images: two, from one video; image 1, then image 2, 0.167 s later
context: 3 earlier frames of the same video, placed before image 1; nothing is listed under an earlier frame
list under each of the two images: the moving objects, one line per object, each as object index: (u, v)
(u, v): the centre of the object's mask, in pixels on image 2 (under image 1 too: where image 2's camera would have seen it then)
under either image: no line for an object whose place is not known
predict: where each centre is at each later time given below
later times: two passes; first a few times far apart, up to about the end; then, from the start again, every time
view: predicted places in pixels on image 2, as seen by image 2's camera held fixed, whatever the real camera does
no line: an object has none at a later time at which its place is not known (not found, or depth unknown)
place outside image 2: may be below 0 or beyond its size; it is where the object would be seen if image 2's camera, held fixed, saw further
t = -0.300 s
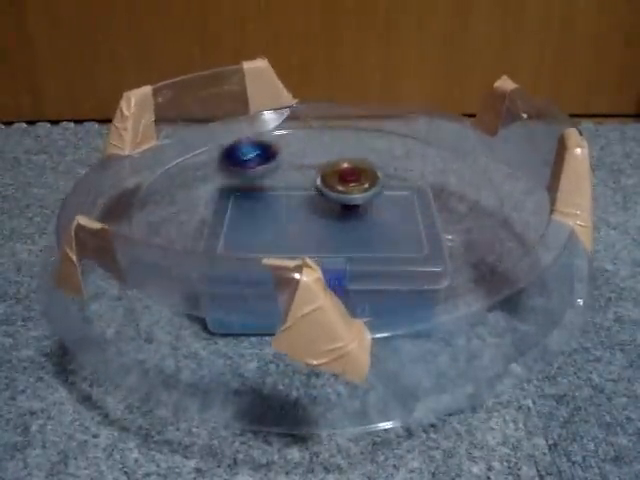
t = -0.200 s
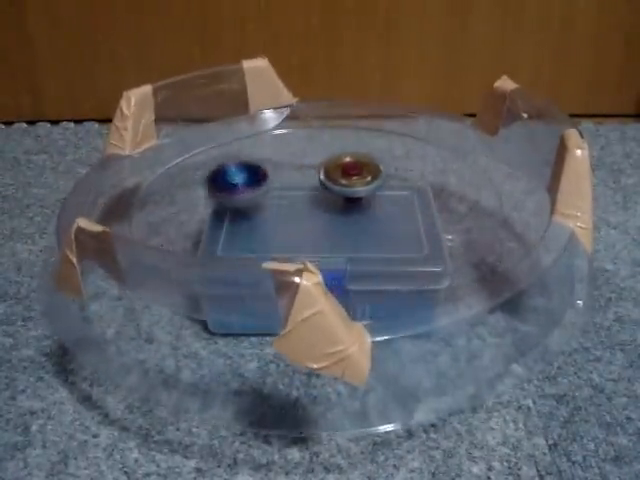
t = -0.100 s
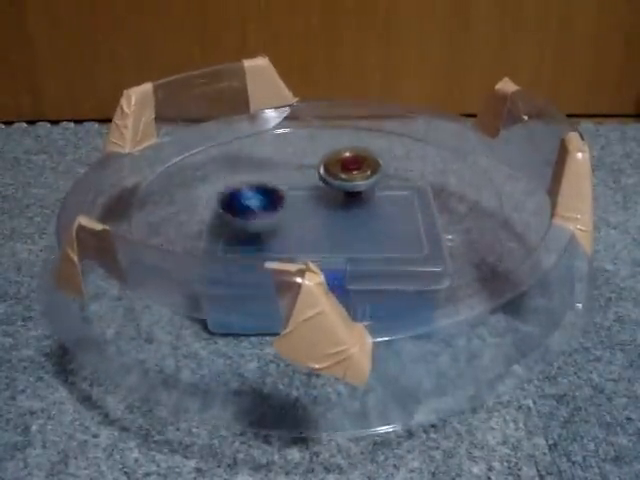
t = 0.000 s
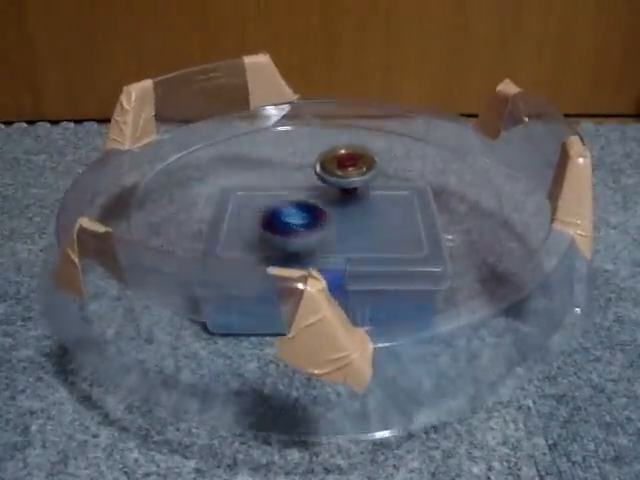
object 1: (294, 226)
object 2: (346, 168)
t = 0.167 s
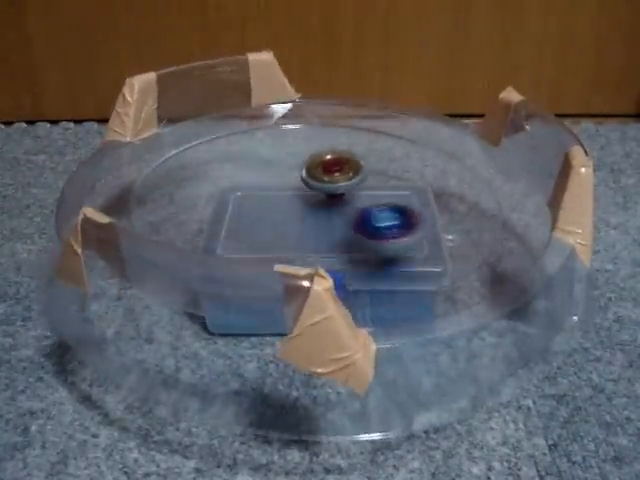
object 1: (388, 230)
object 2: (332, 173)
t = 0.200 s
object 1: (402, 225)
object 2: (331, 175)
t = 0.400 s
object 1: (451, 187)
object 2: (335, 193)
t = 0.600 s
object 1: (409, 157)
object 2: (359, 203)
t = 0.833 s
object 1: (310, 170)
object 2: (385, 203)
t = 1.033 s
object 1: (280, 212)
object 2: (392, 195)
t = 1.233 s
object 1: (331, 239)
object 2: (374, 196)
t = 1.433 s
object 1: (409, 235)
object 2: (356, 206)
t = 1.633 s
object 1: (467, 211)
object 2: (315, 197)
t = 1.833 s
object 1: (450, 186)
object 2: (296, 205)
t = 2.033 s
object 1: (374, 172)
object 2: (292, 217)
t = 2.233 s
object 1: (284, 182)
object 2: (306, 221)
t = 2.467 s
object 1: (231, 222)
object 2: (313, 213)
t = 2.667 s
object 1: (276, 249)
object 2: (299, 202)
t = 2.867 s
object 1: (367, 240)
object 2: (291, 201)
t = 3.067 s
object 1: (368, 198)
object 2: (293, 203)
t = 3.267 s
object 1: (344, 165)
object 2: (261, 203)
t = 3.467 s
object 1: (259, 157)
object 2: (277, 203)
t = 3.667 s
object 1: (203, 182)
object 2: (279, 195)
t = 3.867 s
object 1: (223, 221)
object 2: (275, 188)
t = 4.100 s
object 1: (319, 224)
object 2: (280, 185)
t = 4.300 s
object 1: (366, 194)
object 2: (291, 191)
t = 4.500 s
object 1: (351, 163)
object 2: (300, 195)
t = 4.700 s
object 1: (301, 155)
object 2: (310, 196)
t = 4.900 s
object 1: (260, 174)
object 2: (323, 197)
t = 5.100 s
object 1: (241, 202)
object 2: (361, 191)
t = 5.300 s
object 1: (260, 230)
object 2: (406, 180)
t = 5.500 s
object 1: (356, 242)
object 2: (396, 183)
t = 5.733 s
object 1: (441, 219)
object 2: (377, 176)
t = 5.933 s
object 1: (459, 188)
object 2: (353, 175)
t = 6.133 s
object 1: (409, 159)
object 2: (351, 188)
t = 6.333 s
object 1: (329, 154)
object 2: (349, 198)
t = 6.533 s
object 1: (257, 178)
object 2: (337, 198)
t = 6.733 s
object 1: (231, 211)
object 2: (322, 198)
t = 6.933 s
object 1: (275, 239)
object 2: (304, 201)
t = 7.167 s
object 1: (355, 236)
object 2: (289, 210)
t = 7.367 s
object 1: (382, 204)
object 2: (285, 217)
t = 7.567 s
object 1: (340, 180)
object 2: (292, 218)
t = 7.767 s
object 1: (279, 175)
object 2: (304, 217)
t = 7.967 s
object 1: (224, 187)
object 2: (318, 212)
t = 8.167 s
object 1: (209, 212)
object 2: (327, 202)
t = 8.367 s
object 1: (265, 230)
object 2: (320, 190)
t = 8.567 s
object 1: (333, 223)
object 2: (314, 178)
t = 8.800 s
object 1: (390, 205)
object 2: (304, 166)
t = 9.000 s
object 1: (386, 174)
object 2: (300, 174)
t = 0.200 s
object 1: (402, 225)
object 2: (331, 175)
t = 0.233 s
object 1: (417, 220)
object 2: (331, 177)
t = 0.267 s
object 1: (430, 213)
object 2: (331, 181)
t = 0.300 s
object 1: (438, 207)
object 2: (331, 184)
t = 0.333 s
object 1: (445, 199)
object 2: (331, 187)
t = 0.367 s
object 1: (450, 193)
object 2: (332, 190)
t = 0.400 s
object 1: (451, 187)
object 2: (335, 193)
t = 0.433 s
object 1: (450, 179)
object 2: (338, 195)
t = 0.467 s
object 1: (446, 174)
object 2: (341, 197)
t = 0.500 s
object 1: (440, 169)
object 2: (346, 199)
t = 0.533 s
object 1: (432, 165)
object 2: (349, 201)
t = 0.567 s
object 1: (422, 161)
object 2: (355, 202)
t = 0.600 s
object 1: (409, 157)
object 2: (359, 203)
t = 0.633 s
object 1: (395, 155)
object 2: (364, 206)
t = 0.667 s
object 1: (381, 154)
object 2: (367, 207)
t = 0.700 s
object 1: (367, 155)
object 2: (371, 207)
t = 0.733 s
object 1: (352, 156)
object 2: (374, 206)
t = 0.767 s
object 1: (336, 159)
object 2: (379, 206)
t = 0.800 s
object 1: (323, 163)
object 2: (382, 205)
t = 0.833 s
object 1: (310, 170)
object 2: (385, 203)
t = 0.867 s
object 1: (299, 178)
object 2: (388, 201)
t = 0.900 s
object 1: (290, 185)
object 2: (390, 201)
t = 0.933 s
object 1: (284, 192)
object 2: (391, 199)
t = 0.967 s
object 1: (280, 199)
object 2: (392, 197)
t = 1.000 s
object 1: (279, 205)
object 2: (392, 195)
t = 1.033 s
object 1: (280, 212)
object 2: (392, 195)
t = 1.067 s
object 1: (282, 217)
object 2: (390, 195)
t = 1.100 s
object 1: (288, 221)
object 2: (388, 195)
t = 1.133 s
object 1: (295, 226)
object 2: (386, 194)
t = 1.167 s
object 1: (305, 232)
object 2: (382, 195)
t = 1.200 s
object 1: (318, 236)
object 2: (378, 195)
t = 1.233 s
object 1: (331, 239)
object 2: (374, 196)
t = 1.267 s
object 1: (346, 241)
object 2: (370, 196)
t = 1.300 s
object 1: (360, 242)
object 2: (366, 195)
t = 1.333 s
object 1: (374, 242)
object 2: (362, 197)
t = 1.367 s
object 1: (389, 239)
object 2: (359, 199)
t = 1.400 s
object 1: (399, 238)
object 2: (357, 202)
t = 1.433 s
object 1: (409, 235)
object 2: (356, 206)
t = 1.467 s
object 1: (413, 232)
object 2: (356, 208)
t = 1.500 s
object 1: (429, 224)
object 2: (352, 208)
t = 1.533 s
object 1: (446, 221)
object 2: (339, 204)
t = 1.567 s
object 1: (457, 219)
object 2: (328, 200)
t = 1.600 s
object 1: (463, 216)
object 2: (321, 198)
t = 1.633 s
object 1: (467, 211)
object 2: (315, 197)
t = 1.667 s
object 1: (468, 205)
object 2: (311, 197)
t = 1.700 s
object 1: (468, 201)
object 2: (308, 199)
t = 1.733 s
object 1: (466, 198)
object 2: (304, 200)
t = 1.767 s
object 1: (462, 194)
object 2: (302, 202)
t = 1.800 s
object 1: (457, 190)
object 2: (299, 204)
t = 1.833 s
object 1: (450, 186)
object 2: (296, 205)
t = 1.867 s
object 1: (442, 183)
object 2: (294, 207)
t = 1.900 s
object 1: (431, 180)
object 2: (292, 209)
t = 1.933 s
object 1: (418, 177)
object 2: (291, 212)
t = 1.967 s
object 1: (405, 174)
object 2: (290, 213)
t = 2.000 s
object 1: (390, 172)
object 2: (290, 215)
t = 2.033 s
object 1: (374, 172)
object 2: (292, 217)
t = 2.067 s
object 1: (358, 172)
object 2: (294, 219)
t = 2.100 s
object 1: (343, 175)
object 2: (297, 220)
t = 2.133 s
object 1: (328, 176)
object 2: (300, 220)
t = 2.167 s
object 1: (313, 178)
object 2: (301, 220)
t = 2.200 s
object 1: (300, 179)
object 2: (304, 219)
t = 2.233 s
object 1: (284, 182)
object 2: (306, 221)
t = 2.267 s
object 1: (271, 187)
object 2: (307, 221)
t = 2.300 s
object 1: (261, 192)
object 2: (311, 221)
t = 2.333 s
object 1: (252, 198)
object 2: (313, 220)
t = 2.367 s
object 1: (243, 204)
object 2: (315, 219)
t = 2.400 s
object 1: (237, 211)
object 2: (315, 218)
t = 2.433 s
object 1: (233, 216)
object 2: (315, 216)
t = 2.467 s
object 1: (231, 222)
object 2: (313, 213)
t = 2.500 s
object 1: (231, 228)
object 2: (311, 211)
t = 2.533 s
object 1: (233, 234)
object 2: (309, 209)
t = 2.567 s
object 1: (238, 242)
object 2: (306, 209)
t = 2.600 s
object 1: (252, 243)
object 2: (304, 208)
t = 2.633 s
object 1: (263, 248)
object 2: (302, 205)
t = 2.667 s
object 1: (276, 249)
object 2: (299, 202)
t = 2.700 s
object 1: (290, 249)
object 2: (297, 201)
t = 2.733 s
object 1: (310, 250)
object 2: (295, 200)
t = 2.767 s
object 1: (325, 250)
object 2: (293, 201)
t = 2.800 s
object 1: (341, 247)
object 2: (292, 201)
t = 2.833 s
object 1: (357, 244)
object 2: (292, 201)
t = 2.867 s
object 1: (367, 240)
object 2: (291, 201)
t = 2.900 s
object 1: (375, 233)
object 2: (291, 201)
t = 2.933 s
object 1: (381, 224)
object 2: (292, 202)
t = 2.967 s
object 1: (382, 218)
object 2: (292, 202)
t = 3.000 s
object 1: (379, 211)
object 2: (293, 203)
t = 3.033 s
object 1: (375, 204)
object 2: (293, 203)
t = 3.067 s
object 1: (368, 198)
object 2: (293, 203)
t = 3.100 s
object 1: (368, 192)
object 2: (285, 203)
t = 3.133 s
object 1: (370, 185)
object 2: (271, 203)
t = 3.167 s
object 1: (369, 179)
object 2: (262, 202)
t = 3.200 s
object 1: (362, 173)
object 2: (259, 202)
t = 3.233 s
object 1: (353, 168)
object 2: (259, 202)
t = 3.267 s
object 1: (344, 165)
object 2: (261, 203)
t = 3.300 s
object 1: (328, 160)
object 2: (262, 204)
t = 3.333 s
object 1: (313, 156)
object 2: (266, 204)
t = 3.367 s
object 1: (300, 154)
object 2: (269, 203)
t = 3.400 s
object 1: (286, 154)
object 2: (271, 204)
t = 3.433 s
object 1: (271, 155)
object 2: (274, 204)
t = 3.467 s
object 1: (259, 157)
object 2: (277, 203)
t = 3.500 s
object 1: (248, 159)
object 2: (279, 199)
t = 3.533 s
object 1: (236, 162)
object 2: (280, 198)
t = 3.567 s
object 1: (225, 167)
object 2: (280, 198)
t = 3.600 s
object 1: (217, 172)
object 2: (280, 197)
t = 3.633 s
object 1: (209, 177)
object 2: (279, 196)
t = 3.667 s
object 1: (203, 182)
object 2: (279, 195)
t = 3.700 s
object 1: (199, 188)
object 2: (278, 193)
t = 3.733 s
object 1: (197, 196)
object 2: (277, 193)
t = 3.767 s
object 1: (199, 204)
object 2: (277, 192)
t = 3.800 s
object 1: (204, 211)
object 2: (275, 189)
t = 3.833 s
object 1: (212, 217)
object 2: (275, 188)
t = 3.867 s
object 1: (223, 221)
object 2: (275, 188)
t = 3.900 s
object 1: (234, 226)
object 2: (276, 186)
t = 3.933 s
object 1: (248, 228)
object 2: (276, 184)
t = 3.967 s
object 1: (263, 229)
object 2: (276, 182)
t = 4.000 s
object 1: (277, 230)
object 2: (277, 182)
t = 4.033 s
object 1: (293, 228)
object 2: (278, 183)
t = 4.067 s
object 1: (307, 226)
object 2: (278, 183)
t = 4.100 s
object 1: (319, 224)
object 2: (280, 185)
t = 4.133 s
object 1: (330, 219)
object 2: (282, 187)
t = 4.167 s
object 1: (342, 215)
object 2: (283, 189)
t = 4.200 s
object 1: (351, 210)
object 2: (285, 189)
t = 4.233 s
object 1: (359, 205)
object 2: (287, 190)
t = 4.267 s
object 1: (363, 199)
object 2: (289, 191)
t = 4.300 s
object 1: (366, 194)
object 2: (291, 191)
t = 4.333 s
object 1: (367, 188)
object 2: (294, 192)
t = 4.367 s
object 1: (366, 183)
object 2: (297, 192)
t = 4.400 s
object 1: (364, 178)
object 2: (299, 194)
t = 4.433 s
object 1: (362, 173)
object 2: (300, 194)
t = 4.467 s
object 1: (358, 168)
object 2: (300, 194)
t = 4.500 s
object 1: (351, 163)
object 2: (300, 195)
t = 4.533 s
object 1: (344, 159)
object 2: (301, 196)
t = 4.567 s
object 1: (337, 157)
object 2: (302, 197)
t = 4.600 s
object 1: (327, 154)
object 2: (304, 197)
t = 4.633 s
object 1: (318, 154)
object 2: (306, 198)
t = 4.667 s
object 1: (310, 154)
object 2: (309, 198)
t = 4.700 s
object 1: (301, 155)
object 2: (310, 196)
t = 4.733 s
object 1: (293, 157)
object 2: (312, 196)
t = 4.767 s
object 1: (284, 159)
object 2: (314, 196)
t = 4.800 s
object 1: (276, 162)
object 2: (315, 194)
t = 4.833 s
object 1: (270, 166)
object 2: (318, 196)
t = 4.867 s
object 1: (265, 170)
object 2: (320, 196)
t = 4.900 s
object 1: (260, 174)
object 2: (323, 197)
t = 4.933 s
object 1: (258, 179)
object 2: (324, 197)
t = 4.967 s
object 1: (257, 184)
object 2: (326, 195)
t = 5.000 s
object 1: (257, 188)
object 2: (328, 195)
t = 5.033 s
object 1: (259, 193)
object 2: (331, 194)
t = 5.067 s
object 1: (256, 198)
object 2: (339, 193)
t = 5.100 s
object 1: (241, 202)
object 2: (361, 191)
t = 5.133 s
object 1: (233, 205)
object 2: (380, 186)
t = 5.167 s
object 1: (230, 208)
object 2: (393, 185)
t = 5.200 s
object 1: (232, 212)
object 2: (400, 183)
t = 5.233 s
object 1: (237, 217)
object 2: (403, 182)
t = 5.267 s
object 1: (247, 223)
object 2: (406, 181)
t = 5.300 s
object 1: (260, 230)
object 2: (406, 180)
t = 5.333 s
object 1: (274, 234)
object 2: (405, 180)
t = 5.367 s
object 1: (290, 241)
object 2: (403, 180)
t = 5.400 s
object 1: (306, 243)
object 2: (401, 180)
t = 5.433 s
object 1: (320, 243)
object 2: (399, 181)
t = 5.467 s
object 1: (337, 243)
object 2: (397, 182)
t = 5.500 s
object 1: (356, 242)
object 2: (396, 183)
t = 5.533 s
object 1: (369, 240)
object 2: (395, 184)
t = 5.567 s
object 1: (386, 237)
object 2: (394, 185)
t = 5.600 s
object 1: (399, 234)
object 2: (393, 185)
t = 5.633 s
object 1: (409, 228)
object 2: (390, 186)
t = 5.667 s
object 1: (418, 223)
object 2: (388, 186)
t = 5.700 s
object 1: (431, 220)
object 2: (385, 184)
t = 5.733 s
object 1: (441, 219)
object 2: (377, 176)
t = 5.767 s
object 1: (446, 217)
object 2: (371, 171)
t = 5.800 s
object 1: (450, 214)
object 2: (366, 169)
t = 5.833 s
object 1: (455, 208)
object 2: (362, 169)
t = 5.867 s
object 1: (459, 201)
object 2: (358, 171)
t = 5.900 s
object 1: (460, 193)
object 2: (355, 173)
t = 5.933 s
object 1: (459, 188)
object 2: (353, 175)
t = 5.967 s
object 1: (455, 182)
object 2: (352, 178)
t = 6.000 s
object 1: (450, 177)
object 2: (352, 180)
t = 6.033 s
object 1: (442, 172)
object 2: (352, 182)
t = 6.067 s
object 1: (432, 167)
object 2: (350, 185)
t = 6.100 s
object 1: (421, 164)
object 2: (350, 186)
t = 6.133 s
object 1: (409, 159)
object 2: (351, 188)
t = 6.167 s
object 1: (396, 156)
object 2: (353, 190)
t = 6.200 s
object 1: (384, 153)
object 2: (352, 190)
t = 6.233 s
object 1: (371, 152)
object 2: (351, 191)
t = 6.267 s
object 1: (358, 152)
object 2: (352, 193)
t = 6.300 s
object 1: (343, 153)
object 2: (351, 196)
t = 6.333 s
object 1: (329, 154)
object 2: (349, 198)
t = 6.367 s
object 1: (316, 156)
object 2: (349, 196)
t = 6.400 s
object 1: (303, 159)
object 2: (348, 196)
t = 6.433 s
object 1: (290, 162)
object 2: (347, 198)
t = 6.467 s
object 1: (278, 167)
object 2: (344, 199)
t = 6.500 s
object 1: (268, 172)
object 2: (340, 199)
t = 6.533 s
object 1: (257, 178)
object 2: (337, 198)
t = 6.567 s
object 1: (248, 183)
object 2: (335, 198)
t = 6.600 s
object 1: (241, 189)
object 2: (332, 197)
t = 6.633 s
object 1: (237, 194)
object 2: (329, 197)
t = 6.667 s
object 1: (234, 199)
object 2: (326, 198)
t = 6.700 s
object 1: (231, 206)
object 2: (324, 198)
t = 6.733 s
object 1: (231, 211)
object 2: (322, 198)
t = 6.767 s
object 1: (232, 220)
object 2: (320, 200)
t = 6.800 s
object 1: (235, 228)
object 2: (318, 201)
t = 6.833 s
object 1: (240, 232)
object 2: (313, 202)
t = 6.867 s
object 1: (253, 231)
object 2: (309, 204)
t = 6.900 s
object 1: (263, 236)
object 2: (307, 203)
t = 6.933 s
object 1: (275, 239)
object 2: (304, 201)
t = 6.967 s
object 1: (285, 240)
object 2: (301, 200)
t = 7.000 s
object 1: (296, 241)
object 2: (298, 201)
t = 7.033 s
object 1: (308, 242)
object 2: (295, 203)
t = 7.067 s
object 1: (320, 242)
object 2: (292, 203)
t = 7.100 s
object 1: (332, 241)
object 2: (291, 206)
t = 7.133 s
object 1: (341, 239)
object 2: (290, 209)
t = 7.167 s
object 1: (355, 236)
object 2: (289, 210)
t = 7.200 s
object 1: (365, 231)
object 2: (288, 212)
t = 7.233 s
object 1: (372, 226)
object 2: (287, 213)
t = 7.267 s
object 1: (379, 221)
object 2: (286, 214)
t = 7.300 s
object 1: (382, 215)
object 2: (285, 215)
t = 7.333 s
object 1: (383, 210)
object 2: (285, 216)
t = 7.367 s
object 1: (382, 204)
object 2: (285, 217)
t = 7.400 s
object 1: (377, 199)
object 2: (286, 218)
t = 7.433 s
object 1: (373, 194)
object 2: (287, 219)
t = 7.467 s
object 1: (365, 190)
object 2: (288, 220)
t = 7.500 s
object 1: (358, 186)
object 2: (288, 220)
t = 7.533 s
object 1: (350, 183)
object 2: (290, 219)
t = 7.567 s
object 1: (340, 180)
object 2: (292, 218)
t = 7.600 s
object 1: (331, 178)
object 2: (294, 218)
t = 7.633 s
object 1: (322, 176)
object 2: (296, 218)
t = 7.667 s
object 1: (309, 173)
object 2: (299, 219)
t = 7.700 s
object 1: (300, 173)
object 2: (302, 217)
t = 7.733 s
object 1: (289, 175)
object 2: (304, 217)
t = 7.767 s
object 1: (279, 175)
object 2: (304, 217)
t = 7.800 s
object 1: (270, 177)
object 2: (304, 215)
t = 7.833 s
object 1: (260, 179)
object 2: (303, 215)
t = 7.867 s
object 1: (251, 183)
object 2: (301, 211)
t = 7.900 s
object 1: (242, 190)
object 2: (301, 210)
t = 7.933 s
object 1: (233, 186)
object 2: (311, 211)
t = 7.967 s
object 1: (224, 187)
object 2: (318, 212)
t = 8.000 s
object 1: (217, 189)
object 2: (323, 212)
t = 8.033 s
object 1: (213, 193)
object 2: (325, 212)
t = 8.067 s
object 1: (209, 198)
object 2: (326, 208)
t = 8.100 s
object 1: (207, 202)
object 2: (326, 206)
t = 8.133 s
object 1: (207, 207)
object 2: (326, 204)
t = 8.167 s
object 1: (209, 212)
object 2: (327, 202)
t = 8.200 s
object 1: (212, 215)
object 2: (326, 199)
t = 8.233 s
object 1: (219, 220)
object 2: (325, 197)
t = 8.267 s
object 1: (228, 224)
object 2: (324, 196)
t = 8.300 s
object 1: (237, 227)
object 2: (323, 194)
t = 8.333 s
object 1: (249, 229)
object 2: (322, 192)
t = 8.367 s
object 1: (265, 230)
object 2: (320, 190)
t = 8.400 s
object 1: (279, 232)
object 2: (319, 189)
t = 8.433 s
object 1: (292, 230)
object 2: (318, 186)
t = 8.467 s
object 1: (304, 229)
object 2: (318, 184)
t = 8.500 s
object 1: (314, 226)
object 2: (317, 183)
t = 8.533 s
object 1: (323, 223)
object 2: (316, 182)
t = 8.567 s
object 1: (333, 223)
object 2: (314, 178)
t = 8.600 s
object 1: (343, 225)
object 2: (313, 175)
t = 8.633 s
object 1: (354, 225)
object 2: (312, 170)
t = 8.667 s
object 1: (364, 223)
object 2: (310, 166)
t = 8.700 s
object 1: (373, 219)
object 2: (310, 165)
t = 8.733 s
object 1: (381, 215)
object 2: (308, 165)
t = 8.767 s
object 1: (386, 210)
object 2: (306, 166)
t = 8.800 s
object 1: (390, 205)
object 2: (304, 166)
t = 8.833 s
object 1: (393, 200)
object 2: (303, 167)
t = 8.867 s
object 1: (396, 194)
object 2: (302, 168)
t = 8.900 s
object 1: (396, 189)
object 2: (302, 170)
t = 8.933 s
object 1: (394, 184)
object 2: (301, 170)
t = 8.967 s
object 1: (391, 179)
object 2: (301, 173)
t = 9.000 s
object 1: (386, 174)
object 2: (300, 174)
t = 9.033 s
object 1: (380, 170)
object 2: (299, 175)
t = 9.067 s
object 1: (373, 166)
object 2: (298, 177)
